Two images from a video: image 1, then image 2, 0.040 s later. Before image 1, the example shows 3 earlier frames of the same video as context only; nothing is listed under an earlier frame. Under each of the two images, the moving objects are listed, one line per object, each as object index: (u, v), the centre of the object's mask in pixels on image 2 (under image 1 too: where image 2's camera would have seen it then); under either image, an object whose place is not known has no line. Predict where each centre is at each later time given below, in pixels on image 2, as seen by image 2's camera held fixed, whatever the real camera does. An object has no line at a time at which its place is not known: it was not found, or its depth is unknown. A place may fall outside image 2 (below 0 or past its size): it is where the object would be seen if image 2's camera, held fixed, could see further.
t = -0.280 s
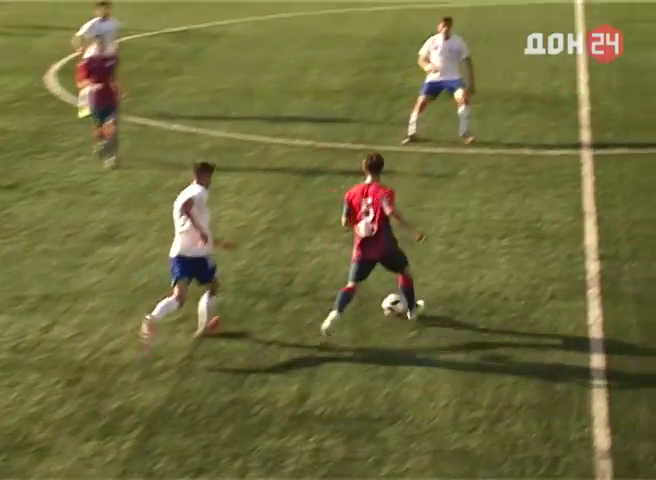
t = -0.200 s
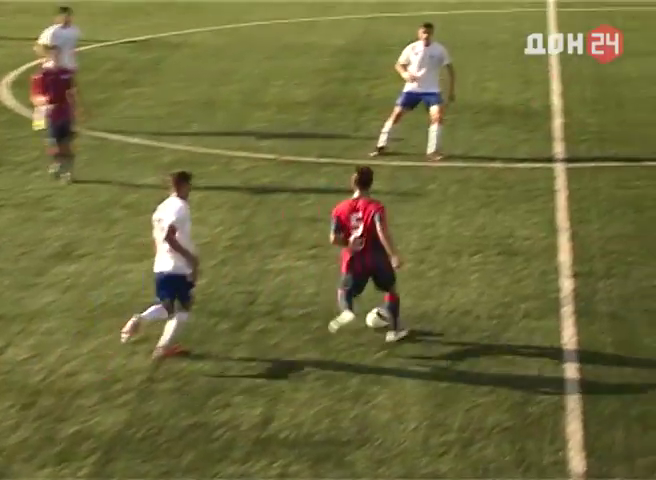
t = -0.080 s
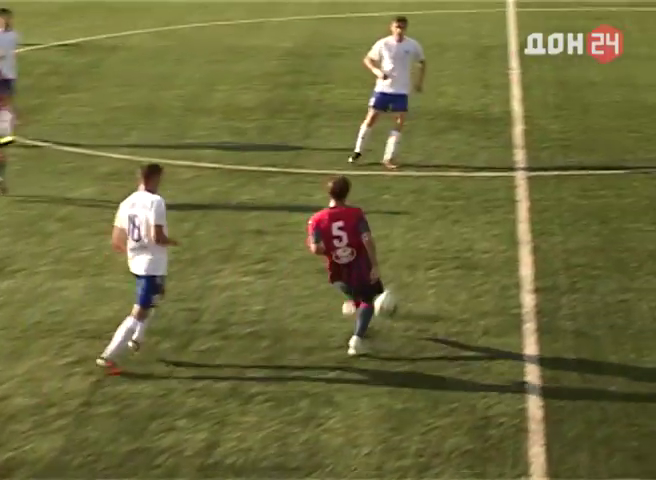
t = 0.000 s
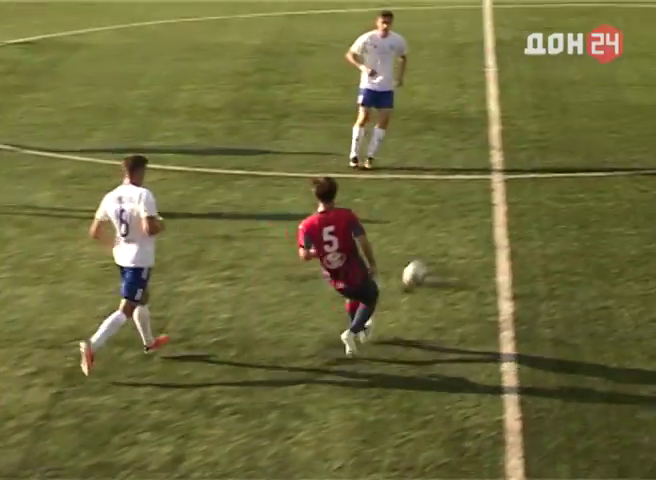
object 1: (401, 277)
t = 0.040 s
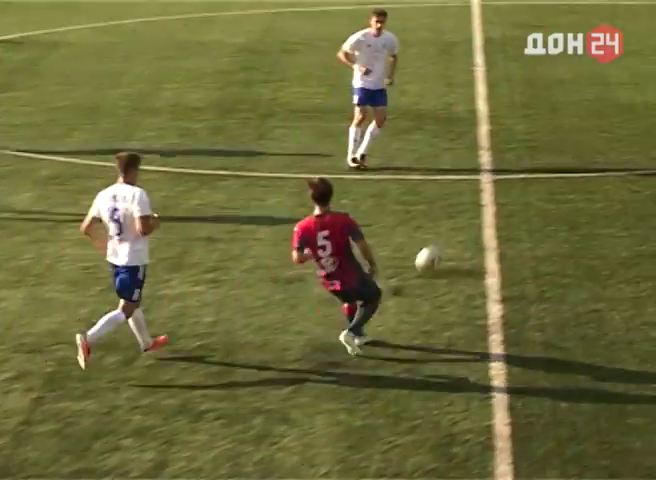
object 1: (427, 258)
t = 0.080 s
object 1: (450, 243)
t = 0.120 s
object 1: (475, 229)
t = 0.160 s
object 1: (500, 213)
